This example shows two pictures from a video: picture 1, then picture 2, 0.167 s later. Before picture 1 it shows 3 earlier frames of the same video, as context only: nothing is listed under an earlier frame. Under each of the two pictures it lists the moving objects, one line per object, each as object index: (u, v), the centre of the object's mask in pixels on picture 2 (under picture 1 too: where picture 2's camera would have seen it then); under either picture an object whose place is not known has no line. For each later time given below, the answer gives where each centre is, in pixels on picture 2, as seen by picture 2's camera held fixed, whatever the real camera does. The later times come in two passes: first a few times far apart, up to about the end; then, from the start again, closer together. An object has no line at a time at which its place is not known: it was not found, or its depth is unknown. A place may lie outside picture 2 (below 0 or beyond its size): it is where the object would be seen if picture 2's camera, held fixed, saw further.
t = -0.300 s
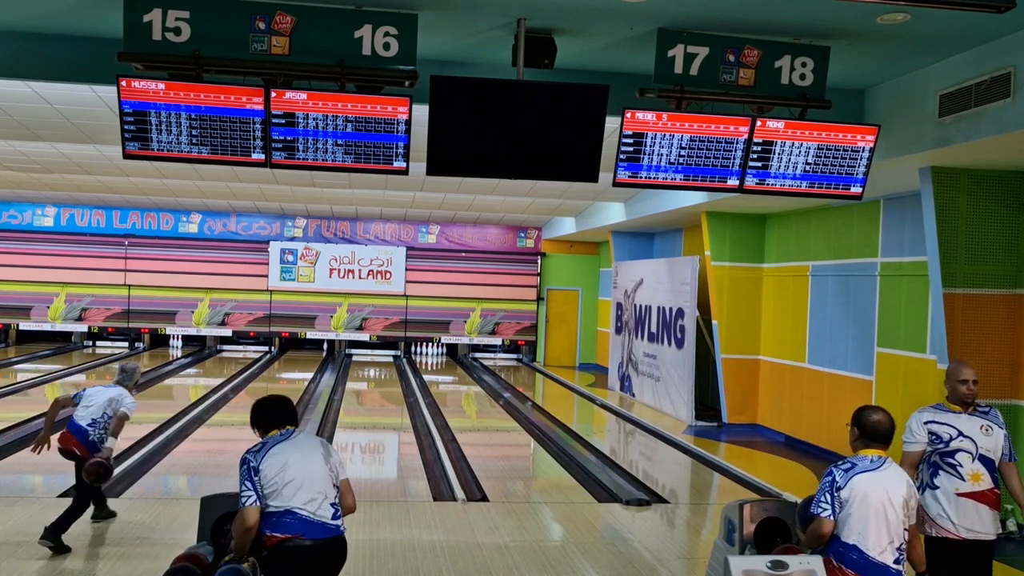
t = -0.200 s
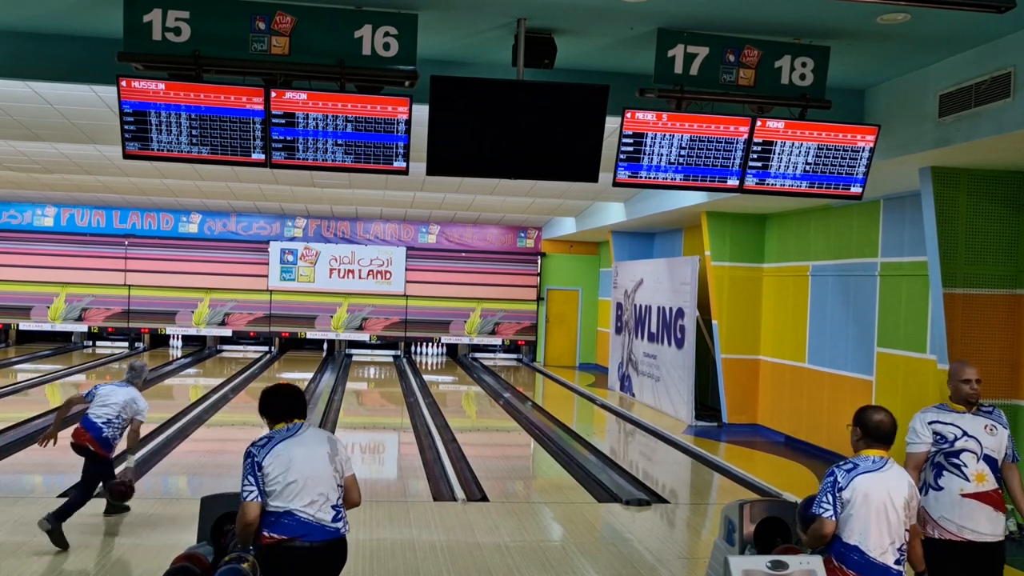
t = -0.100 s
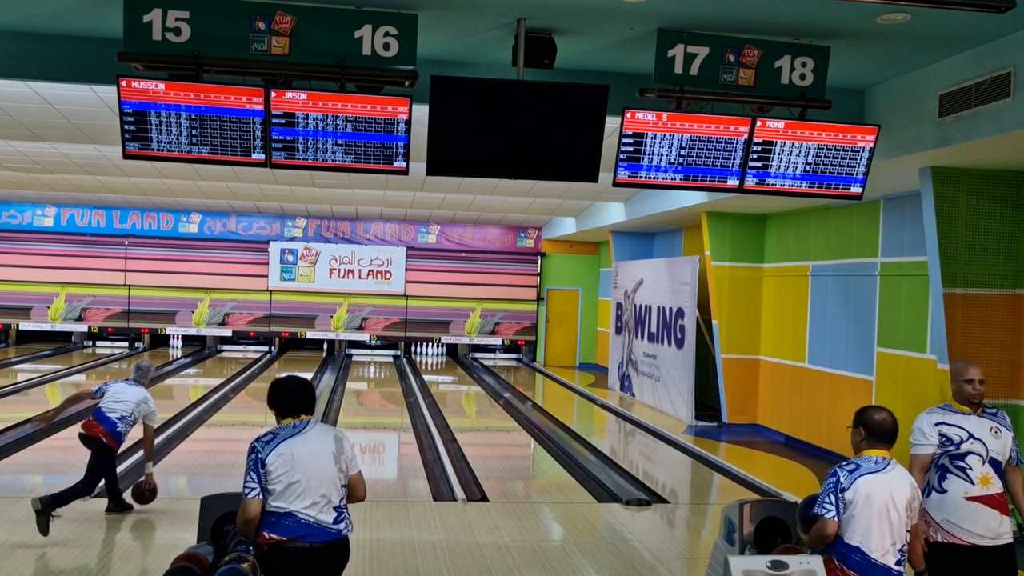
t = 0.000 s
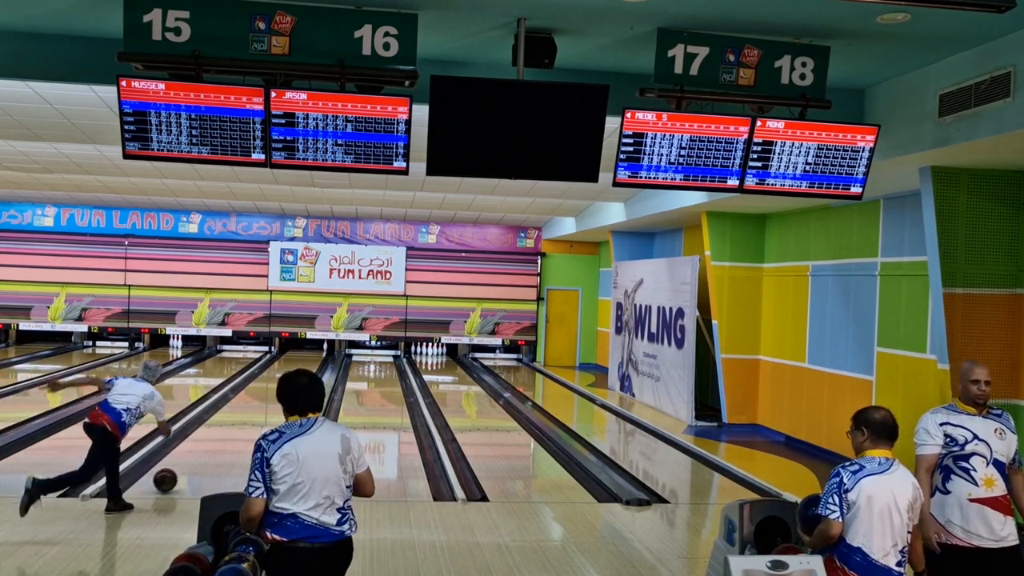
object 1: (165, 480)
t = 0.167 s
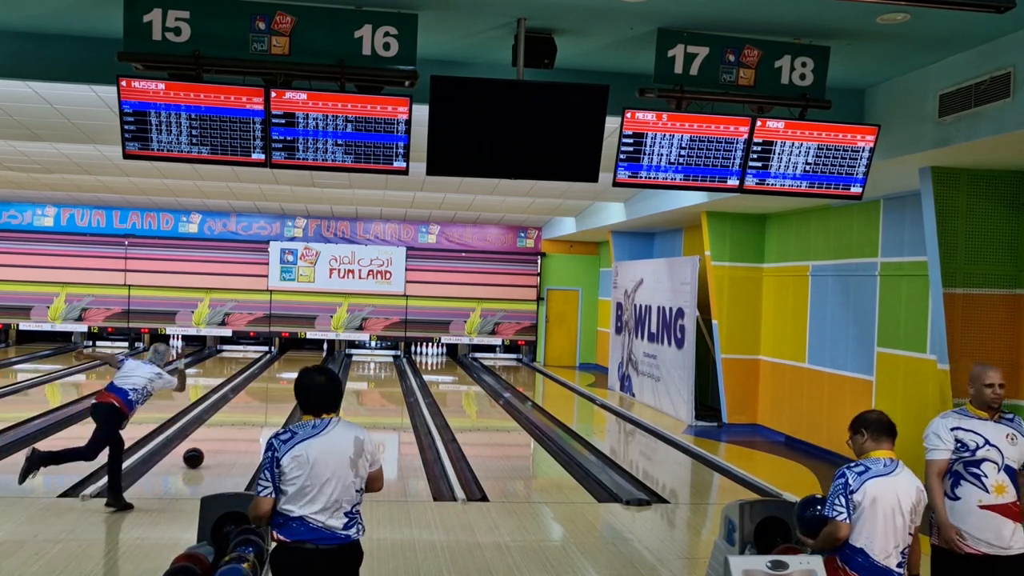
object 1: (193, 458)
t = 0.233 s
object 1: (203, 449)
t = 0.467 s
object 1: (230, 427)
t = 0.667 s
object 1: (248, 412)
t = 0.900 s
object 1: (265, 398)
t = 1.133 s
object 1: (278, 387)
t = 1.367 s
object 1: (289, 377)
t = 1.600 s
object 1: (297, 370)
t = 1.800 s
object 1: (304, 364)
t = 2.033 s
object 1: (309, 359)
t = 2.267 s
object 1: (314, 355)
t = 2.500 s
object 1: (317, 351)
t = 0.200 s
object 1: (198, 453)
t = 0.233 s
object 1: (203, 449)
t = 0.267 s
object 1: (207, 446)
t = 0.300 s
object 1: (212, 442)
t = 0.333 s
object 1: (216, 439)
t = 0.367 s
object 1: (220, 436)
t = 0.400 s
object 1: (223, 433)
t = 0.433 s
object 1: (227, 430)
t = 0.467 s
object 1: (230, 427)
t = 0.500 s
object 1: (233, 424)
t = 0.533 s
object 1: (237, 421)
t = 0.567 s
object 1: (240, 419)
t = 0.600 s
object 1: (243, 416)
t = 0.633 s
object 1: (245, 414)
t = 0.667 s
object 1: (248, 412)
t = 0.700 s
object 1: (251, 409)
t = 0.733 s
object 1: (253, 407)
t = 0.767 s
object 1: (256, 405)
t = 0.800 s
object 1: (258, 403)
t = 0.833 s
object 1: (260, 401)
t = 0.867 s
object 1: (263, 400)
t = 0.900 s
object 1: (265, 398)
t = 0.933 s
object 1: (267, 396)
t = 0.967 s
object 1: (269, 394)
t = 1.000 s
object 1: (271, 393)
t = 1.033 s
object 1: (273, 391)
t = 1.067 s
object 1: (275, 390)
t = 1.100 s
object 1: (276, 388)
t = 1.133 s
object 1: (278, 387)
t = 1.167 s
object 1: (280, 385)
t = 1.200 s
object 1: (281, 384)
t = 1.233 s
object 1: (283, 382)
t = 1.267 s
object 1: (284, 381)
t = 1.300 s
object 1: (286, 380)
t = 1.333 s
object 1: (287, 379)
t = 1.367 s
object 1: (289, 377)
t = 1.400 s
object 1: (290, 376)
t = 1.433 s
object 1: (291, 375)
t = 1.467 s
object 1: (293, 374)
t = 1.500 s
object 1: (294, 373)
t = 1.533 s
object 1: (295, 372)
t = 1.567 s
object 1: (296, 371)
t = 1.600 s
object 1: (297, 370)
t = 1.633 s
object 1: (299, 369)
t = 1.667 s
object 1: (300, 368)
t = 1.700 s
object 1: (301, 367)
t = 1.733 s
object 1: (302, 366)
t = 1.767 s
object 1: (303, 365)
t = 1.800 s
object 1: (304, 364)
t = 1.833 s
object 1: (305, 363)
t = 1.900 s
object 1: (307, 362)
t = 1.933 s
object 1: (307, 361)
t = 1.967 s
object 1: (308, 360)
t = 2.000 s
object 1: (309, 359)
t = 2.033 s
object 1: (309, 359)
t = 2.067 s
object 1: (310, 358)
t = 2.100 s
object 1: (311, 357)
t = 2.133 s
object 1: (312, 357)
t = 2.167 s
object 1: (312, 356)
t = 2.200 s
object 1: (313, 356)
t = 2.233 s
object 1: (313, 355)
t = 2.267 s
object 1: (314, 355)
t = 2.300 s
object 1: (315, 353)
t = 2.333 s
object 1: (315, 353)
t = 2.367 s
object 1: (316, 353)
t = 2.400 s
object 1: (316, 352)
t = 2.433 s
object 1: (316, 351)
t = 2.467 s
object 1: (316, 351)
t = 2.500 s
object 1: (317, 351)
